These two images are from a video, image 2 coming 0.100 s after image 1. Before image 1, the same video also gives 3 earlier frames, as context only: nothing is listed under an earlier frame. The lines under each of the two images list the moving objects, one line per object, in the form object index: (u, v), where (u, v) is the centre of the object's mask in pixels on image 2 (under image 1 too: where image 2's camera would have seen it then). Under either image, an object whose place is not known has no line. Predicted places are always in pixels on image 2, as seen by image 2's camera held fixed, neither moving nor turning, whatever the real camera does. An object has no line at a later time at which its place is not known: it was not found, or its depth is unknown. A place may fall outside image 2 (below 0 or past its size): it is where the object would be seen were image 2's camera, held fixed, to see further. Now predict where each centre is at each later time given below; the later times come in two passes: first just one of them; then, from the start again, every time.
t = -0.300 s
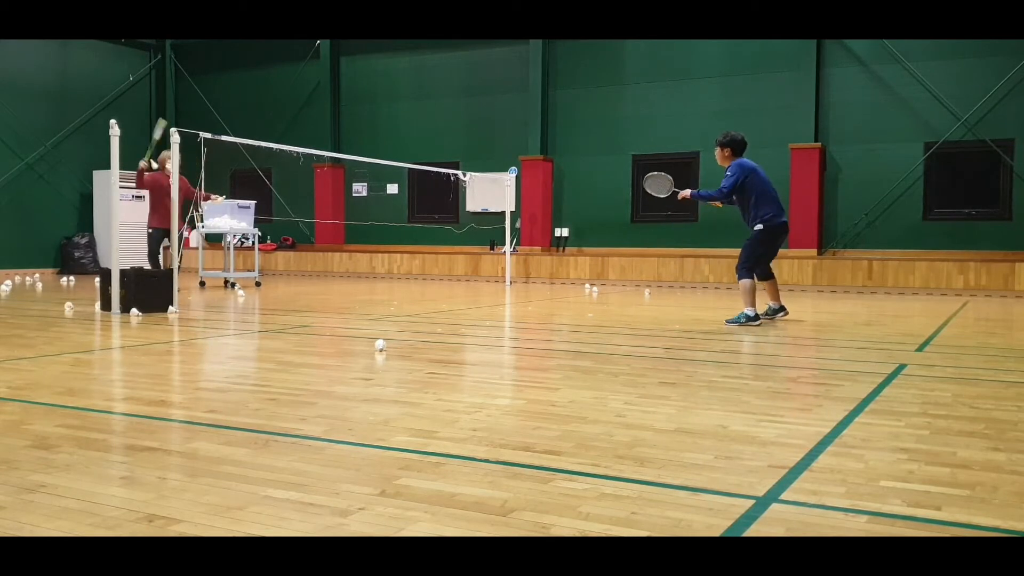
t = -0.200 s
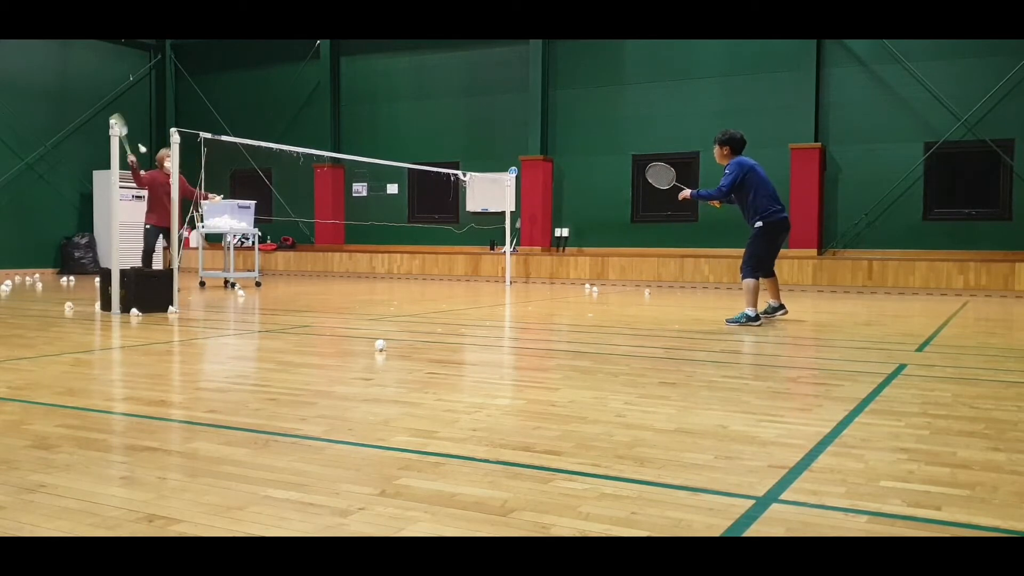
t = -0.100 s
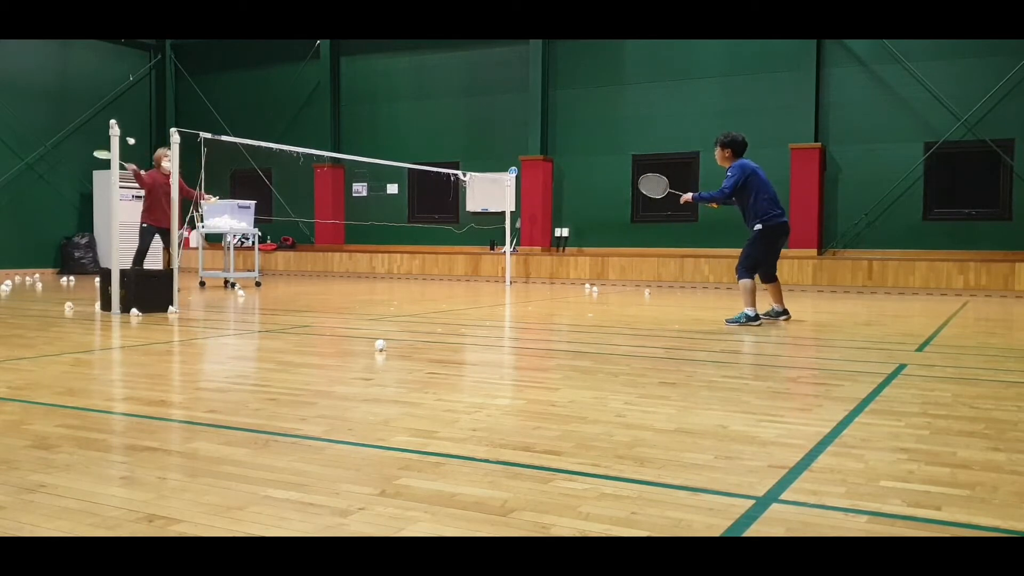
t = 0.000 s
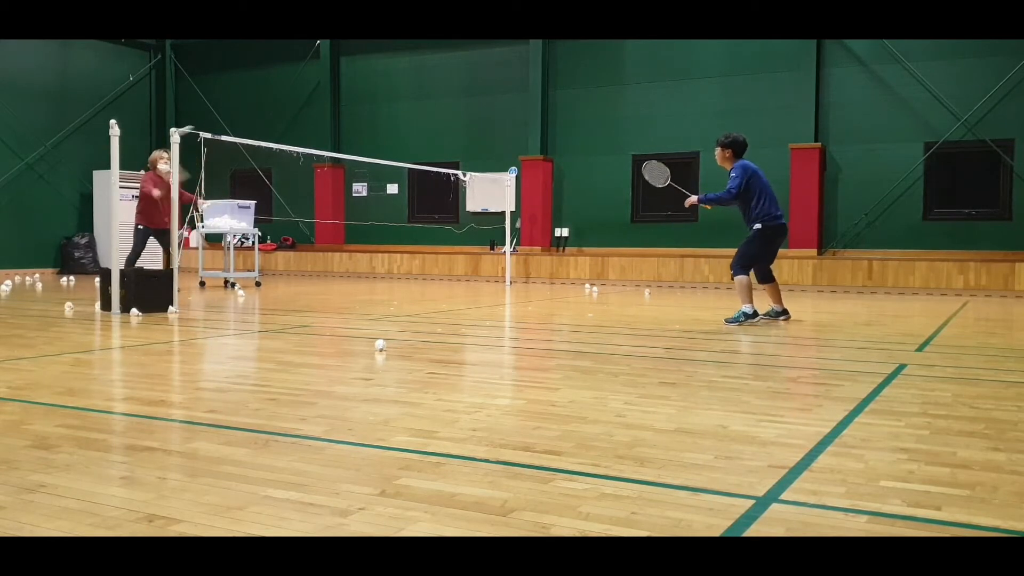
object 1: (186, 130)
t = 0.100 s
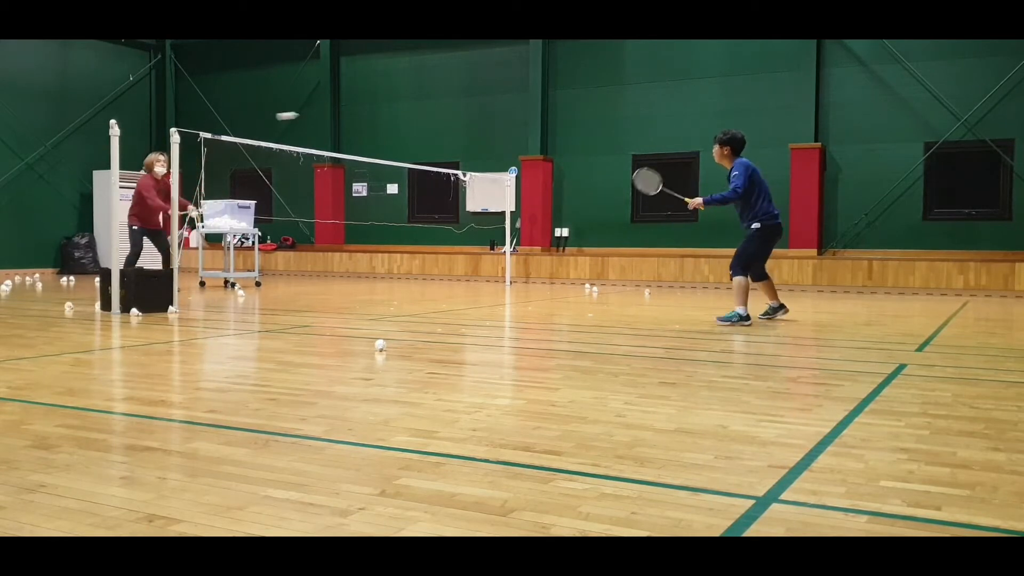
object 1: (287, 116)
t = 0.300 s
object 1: (454, 124)
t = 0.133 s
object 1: (317, 114)
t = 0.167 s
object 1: (347, 114)
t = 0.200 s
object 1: (375, 115)
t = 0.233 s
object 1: (402, 117)
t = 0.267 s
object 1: (429, 120)
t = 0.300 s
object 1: (454, 124)
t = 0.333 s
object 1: (479, 129)
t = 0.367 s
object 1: (502, 136)
